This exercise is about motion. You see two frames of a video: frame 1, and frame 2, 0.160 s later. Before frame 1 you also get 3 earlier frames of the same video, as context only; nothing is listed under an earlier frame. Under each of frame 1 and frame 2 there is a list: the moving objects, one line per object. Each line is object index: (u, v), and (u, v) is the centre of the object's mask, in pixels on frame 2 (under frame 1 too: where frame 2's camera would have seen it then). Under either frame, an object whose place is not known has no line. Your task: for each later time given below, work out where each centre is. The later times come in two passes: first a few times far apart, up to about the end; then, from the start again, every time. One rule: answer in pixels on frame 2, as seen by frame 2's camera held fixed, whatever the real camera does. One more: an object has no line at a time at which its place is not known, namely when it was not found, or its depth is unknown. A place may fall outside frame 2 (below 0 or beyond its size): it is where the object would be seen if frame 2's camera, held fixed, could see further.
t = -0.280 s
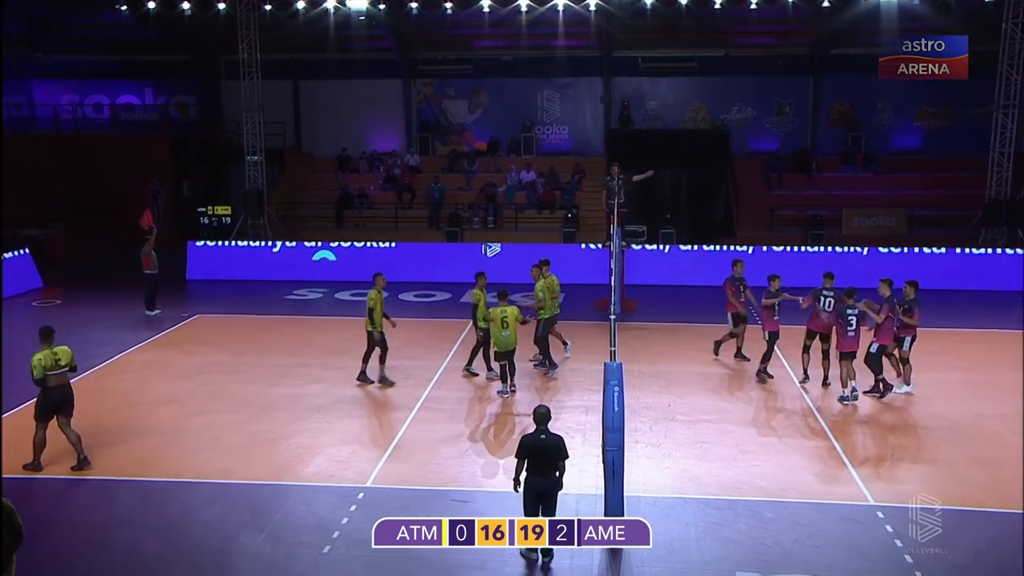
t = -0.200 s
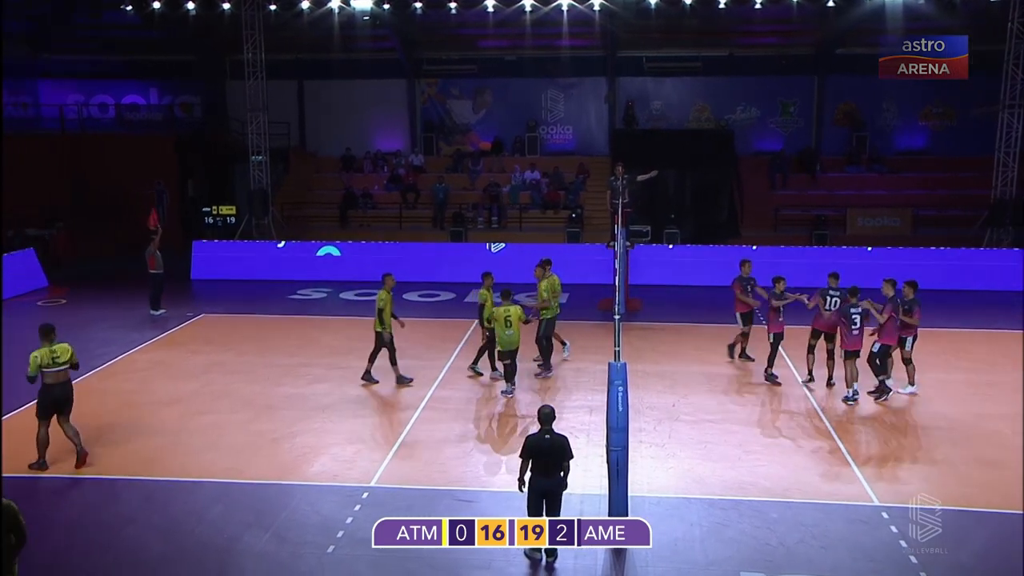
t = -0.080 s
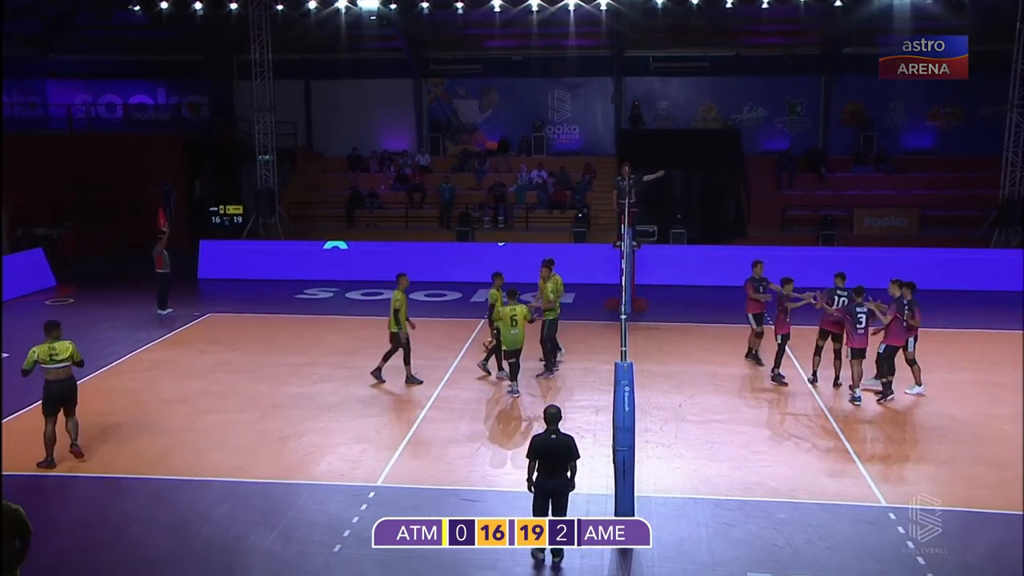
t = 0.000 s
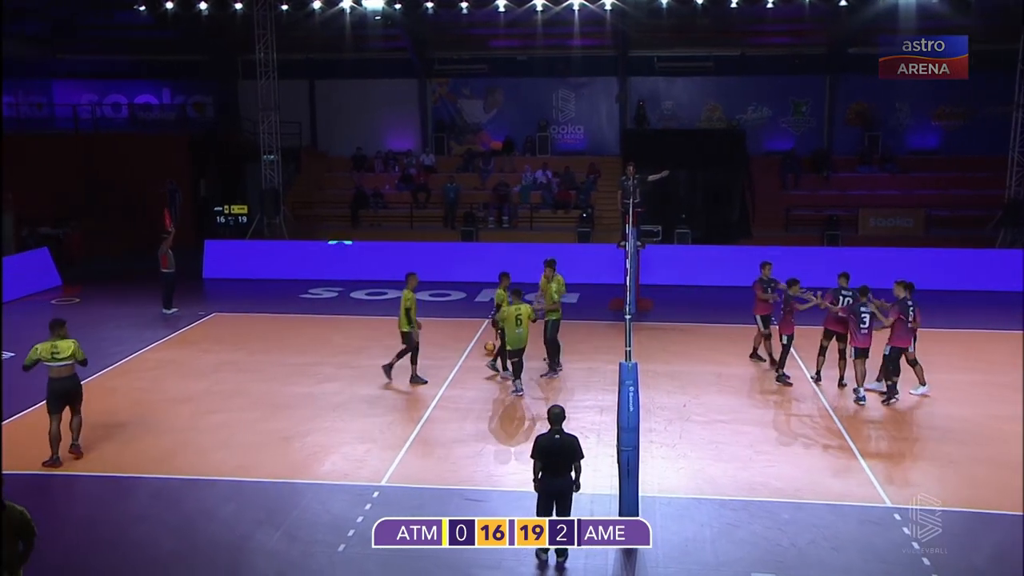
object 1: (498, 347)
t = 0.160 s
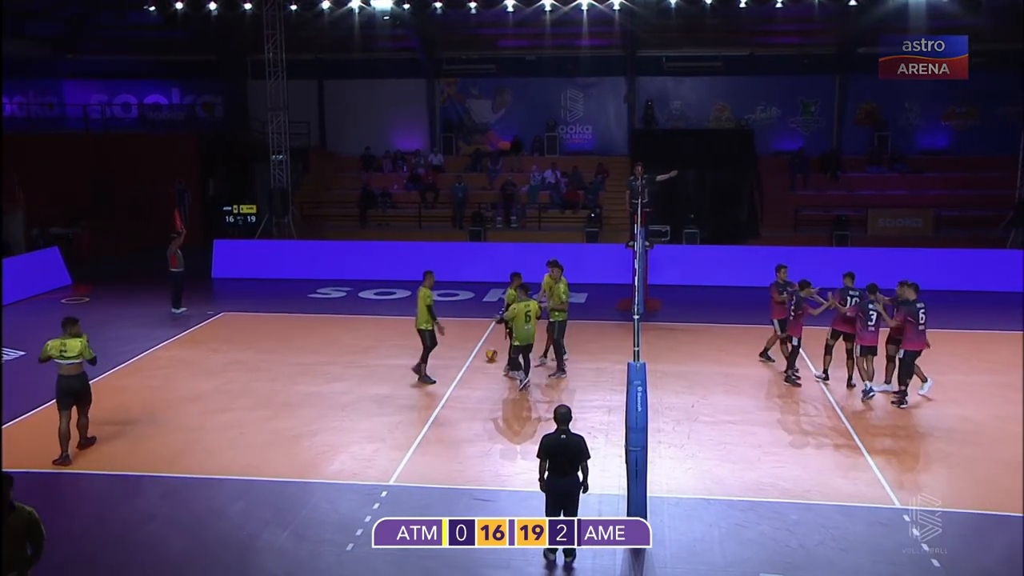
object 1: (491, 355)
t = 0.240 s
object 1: (488, 358)
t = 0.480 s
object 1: (478, 368)
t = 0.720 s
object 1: (467, 379)
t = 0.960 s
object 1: (456, 390)
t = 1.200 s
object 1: (444, 403)
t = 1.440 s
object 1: (433, 416)
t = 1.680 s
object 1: (421, 430)
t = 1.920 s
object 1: (409, 444)
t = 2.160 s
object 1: (395, 461)
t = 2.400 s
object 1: (381, 478)
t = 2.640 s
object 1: (366, 497)
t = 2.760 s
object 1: (358, 507)
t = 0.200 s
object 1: (489, 356)
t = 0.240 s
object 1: (488, 358)
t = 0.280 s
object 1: (486, 359)
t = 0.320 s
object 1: (484, 361)
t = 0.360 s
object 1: (483, 363)
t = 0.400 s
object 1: (481, 365)
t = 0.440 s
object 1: (479, 366)
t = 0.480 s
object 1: (478, 368)
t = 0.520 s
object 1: (476, 369)
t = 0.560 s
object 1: (474, 371)
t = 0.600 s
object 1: (473, 373)
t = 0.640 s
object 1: (470, 375)
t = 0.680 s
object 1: (469, 376)
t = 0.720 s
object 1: (467, 379)
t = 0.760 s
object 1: (466, 381)
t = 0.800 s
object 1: (464, 382)
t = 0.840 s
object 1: (462, 384)
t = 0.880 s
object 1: (460, 386)
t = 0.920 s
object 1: (458, 388)
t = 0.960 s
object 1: (456, 390)
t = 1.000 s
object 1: (454, 392)
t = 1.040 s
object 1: (453, 394)
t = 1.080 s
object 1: (451, 396)
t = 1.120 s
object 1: (448, 398)
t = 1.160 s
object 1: (446, 399)
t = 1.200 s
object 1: (444, 403)
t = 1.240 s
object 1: (443, 404)
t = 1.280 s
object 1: (441, 406)
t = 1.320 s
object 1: (439, 409)
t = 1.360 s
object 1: (436, 411)
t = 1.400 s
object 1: (435, 413)
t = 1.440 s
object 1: (433, 416)
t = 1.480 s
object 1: (431, 418)
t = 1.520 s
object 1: (429, 420)
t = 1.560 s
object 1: (427, 423)
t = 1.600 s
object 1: (425, 425)
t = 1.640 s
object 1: (423, 427)
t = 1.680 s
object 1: (421, 430)
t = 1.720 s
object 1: (419, 432)
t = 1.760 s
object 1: (417, 435)
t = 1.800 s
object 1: (415, 437)
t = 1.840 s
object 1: (413, 440)
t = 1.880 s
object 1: (410, 442)
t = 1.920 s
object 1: (409, 444)
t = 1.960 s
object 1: (407, 448)
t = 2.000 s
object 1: (404, 450)
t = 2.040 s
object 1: (402, 453)
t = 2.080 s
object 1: (400, 456)
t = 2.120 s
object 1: (398, 458)
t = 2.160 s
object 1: (395, 461)
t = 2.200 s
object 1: (393, 463)
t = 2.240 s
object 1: (391, 466)
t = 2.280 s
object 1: (388, 469)
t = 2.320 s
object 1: (386, 473)
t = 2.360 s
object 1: (384, 475)
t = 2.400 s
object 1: (381, 478)
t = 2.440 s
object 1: (379, 481)
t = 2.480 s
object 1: (377, 484)
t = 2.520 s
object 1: (374, 488)
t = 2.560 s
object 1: (372, 491)
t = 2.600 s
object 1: (369, 495)
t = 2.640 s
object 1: (366, 497)
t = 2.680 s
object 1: (363, 501)
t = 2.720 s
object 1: (361, 503)
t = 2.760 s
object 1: (358, 507)
